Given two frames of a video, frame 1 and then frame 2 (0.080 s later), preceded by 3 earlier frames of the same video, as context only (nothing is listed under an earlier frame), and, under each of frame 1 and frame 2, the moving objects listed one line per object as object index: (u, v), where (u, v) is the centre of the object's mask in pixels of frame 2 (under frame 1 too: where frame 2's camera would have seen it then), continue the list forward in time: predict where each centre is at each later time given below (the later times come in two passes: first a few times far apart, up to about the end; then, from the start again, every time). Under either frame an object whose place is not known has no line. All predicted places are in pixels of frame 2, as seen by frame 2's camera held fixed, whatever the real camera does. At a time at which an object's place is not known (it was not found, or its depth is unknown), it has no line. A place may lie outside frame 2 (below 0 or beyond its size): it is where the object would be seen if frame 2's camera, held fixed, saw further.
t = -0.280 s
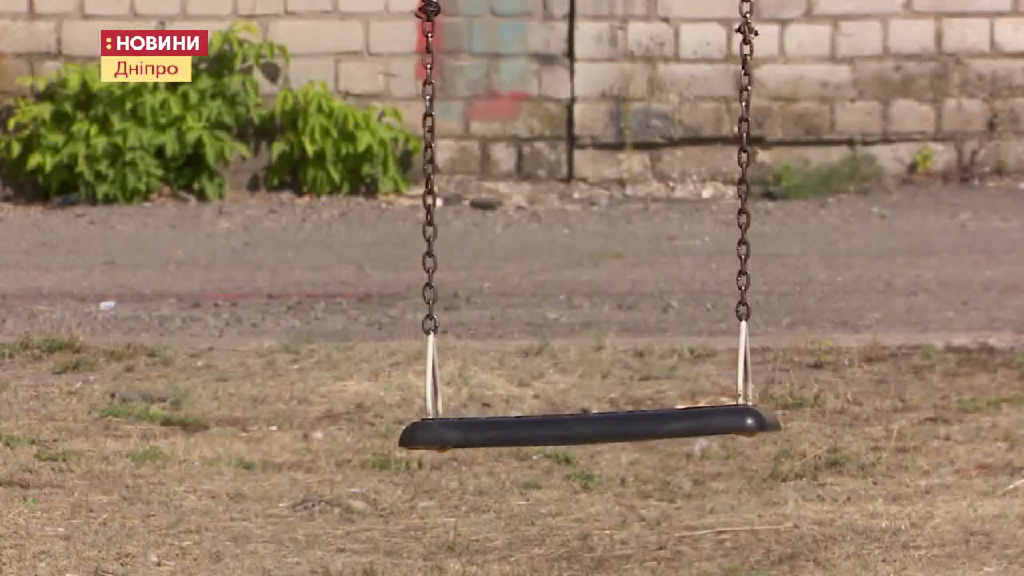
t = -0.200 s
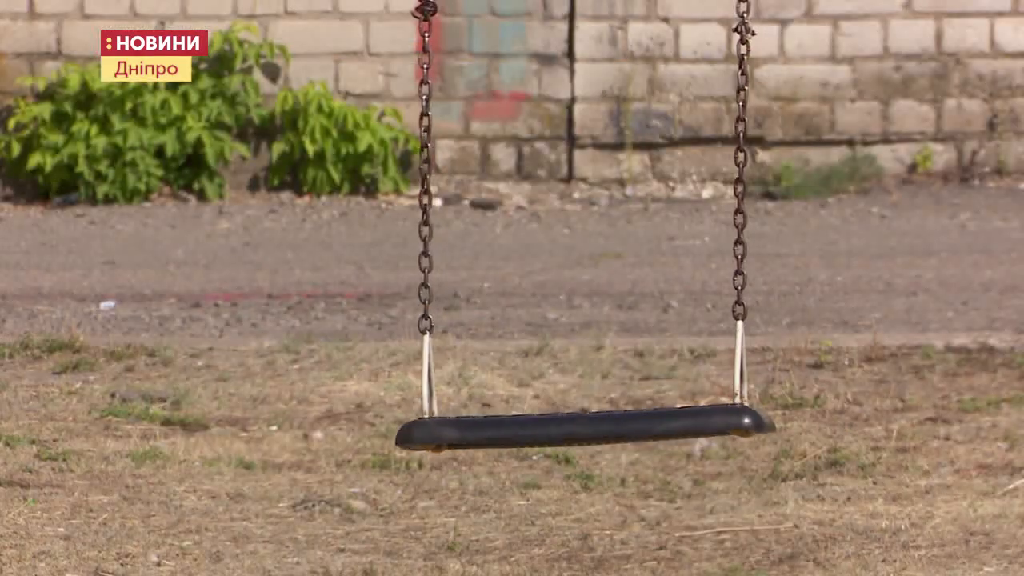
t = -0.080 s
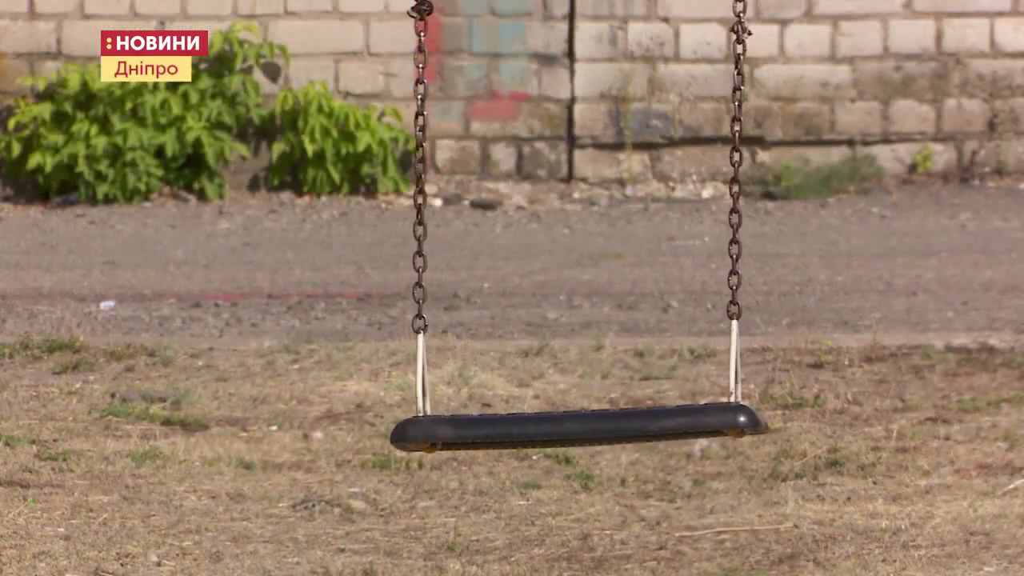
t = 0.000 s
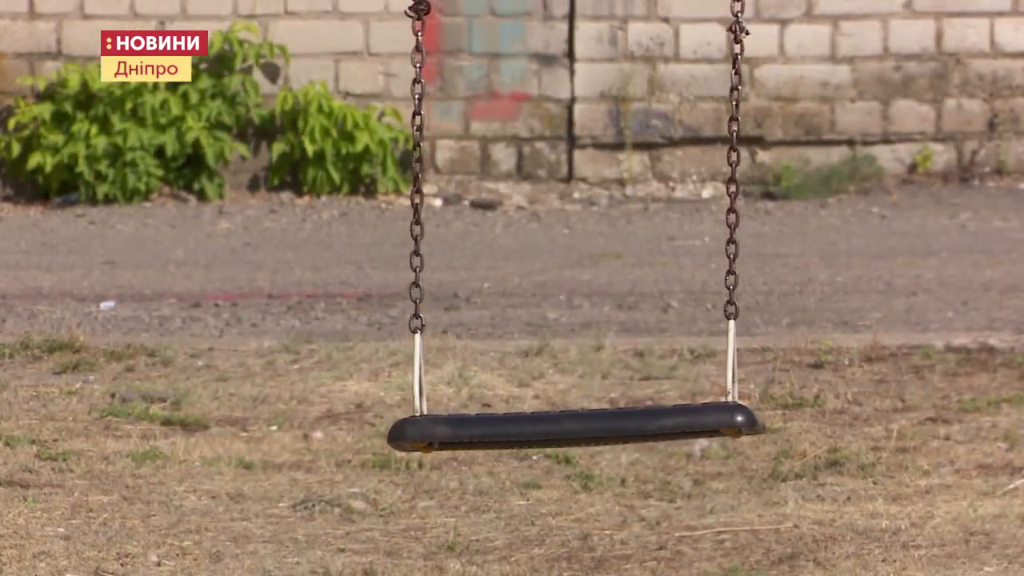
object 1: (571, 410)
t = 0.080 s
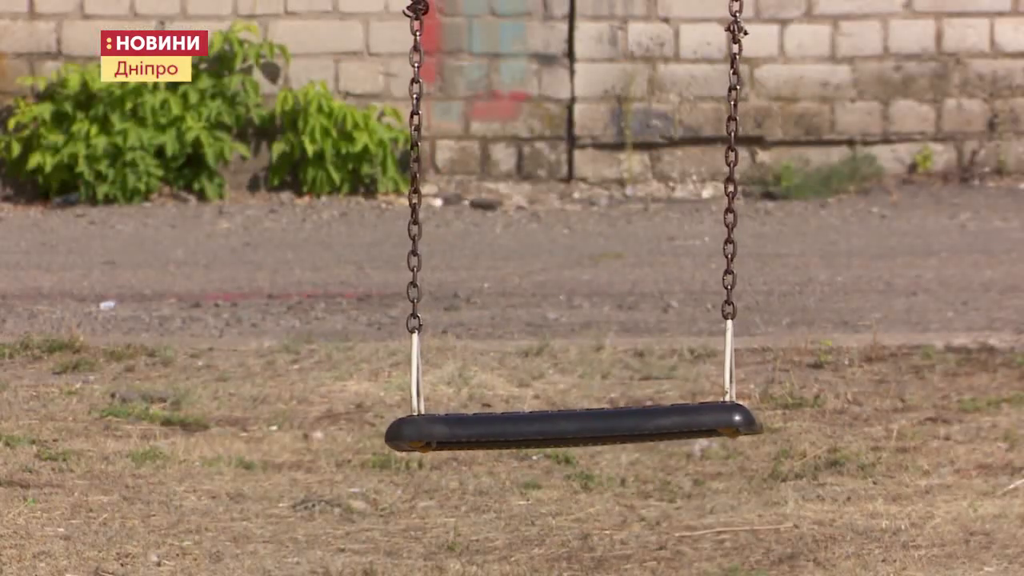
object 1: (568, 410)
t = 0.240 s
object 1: (566, 409)
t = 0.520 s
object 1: (571, 410)
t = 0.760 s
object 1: (594, 412)
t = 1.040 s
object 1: (601, 412)
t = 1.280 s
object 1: (610, 409)
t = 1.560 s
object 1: (605, 409)
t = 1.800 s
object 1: (594, 412)
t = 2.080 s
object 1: (581, 412)
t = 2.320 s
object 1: (570, 411)
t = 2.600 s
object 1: (569, 409)
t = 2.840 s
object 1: (586, 409)
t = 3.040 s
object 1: (595, 412)
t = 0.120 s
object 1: (566, 410)
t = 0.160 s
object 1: (578, 409)
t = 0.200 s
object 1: (566, 409)
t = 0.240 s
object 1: (566, 409)
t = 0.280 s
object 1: (566, 409)
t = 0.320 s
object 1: (566, 409)
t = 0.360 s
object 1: (567, 409)
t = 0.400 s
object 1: (568, 410)
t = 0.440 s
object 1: (570, 410)
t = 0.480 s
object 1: (570, 410)
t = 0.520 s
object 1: (571, 410)
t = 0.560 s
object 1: (574, 411)
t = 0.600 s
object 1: (575, 411)
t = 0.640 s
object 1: (577, 412)
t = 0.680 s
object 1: (590, 411)
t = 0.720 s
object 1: (582, 412)
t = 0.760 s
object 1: (594, 412)
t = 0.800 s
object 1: (590, 413)
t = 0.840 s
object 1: (596, 413)
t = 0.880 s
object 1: (586, 414)
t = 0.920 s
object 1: (595, 414)
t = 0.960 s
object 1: (594, 414)
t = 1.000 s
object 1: (597, 413)
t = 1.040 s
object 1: (601, 412)
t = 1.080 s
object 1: (608, 411)
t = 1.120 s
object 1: (612, 411)
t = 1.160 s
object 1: (606, 410)
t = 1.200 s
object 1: (604, 410)
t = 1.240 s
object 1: (605, 410)
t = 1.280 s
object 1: (610, 409)
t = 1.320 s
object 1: (606, 410)
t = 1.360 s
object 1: (606, 410)
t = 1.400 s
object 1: (609, 409)
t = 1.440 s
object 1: (606, 409)
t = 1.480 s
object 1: (606, 409)
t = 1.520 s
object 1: (610, 409)
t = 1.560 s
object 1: (605, 409)
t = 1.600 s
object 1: (606, 409)
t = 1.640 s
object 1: (609, 409)
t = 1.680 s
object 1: (601, 411)
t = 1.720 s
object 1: (606, 411)
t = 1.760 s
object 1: (606, 411)
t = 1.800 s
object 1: (594, 412)
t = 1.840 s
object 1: (600, 412)
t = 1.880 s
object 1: (590, 413)
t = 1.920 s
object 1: (589, 413)
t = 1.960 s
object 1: (586, 413)
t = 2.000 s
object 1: (584, 413)
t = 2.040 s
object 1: (581, 413)
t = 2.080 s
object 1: (581, 412)
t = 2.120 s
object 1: (577, 412)
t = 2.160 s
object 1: (574, 412)
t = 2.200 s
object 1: (585, 411)
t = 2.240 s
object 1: (575, 411)
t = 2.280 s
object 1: (571, 411)
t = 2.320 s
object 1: (570, 411)
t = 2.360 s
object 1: (569, 410)
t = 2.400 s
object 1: (578, 409)
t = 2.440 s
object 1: (567, 409)
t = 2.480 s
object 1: (568, 409)
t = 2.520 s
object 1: (568, 409)
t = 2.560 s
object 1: (568, 409)
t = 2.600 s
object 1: (569, 409)
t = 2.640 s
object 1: (570, 409)
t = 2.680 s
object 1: (576, 409)
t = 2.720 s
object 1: (579, 409)
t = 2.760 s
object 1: (573, 410)
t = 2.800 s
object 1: (574, 410)
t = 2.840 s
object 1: (586, 409)
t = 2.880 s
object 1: (576, 410)
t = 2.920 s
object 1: (589, 410)
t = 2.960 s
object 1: (585, 411)
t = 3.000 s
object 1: (583, 412)
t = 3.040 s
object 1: (595, 412)
